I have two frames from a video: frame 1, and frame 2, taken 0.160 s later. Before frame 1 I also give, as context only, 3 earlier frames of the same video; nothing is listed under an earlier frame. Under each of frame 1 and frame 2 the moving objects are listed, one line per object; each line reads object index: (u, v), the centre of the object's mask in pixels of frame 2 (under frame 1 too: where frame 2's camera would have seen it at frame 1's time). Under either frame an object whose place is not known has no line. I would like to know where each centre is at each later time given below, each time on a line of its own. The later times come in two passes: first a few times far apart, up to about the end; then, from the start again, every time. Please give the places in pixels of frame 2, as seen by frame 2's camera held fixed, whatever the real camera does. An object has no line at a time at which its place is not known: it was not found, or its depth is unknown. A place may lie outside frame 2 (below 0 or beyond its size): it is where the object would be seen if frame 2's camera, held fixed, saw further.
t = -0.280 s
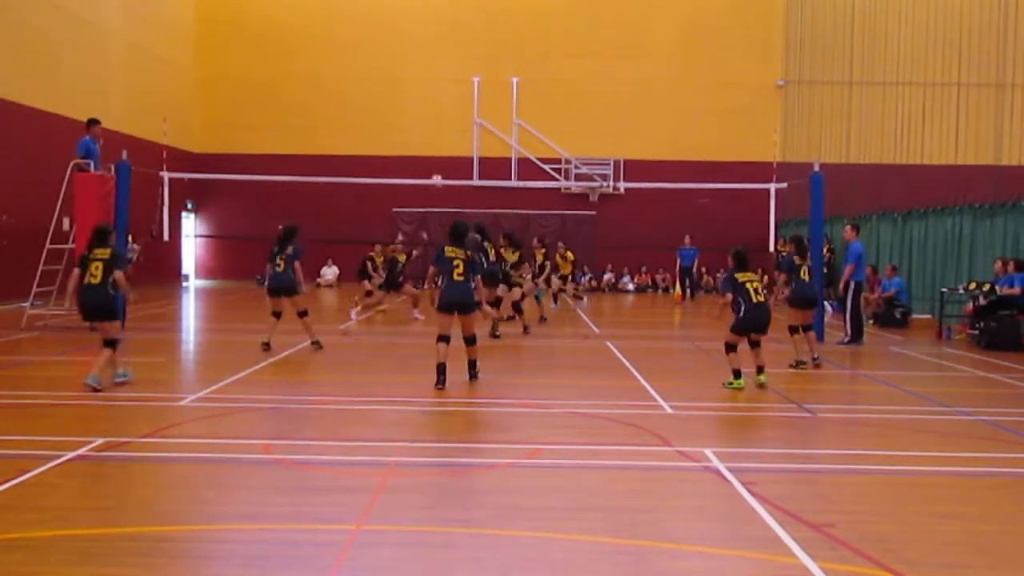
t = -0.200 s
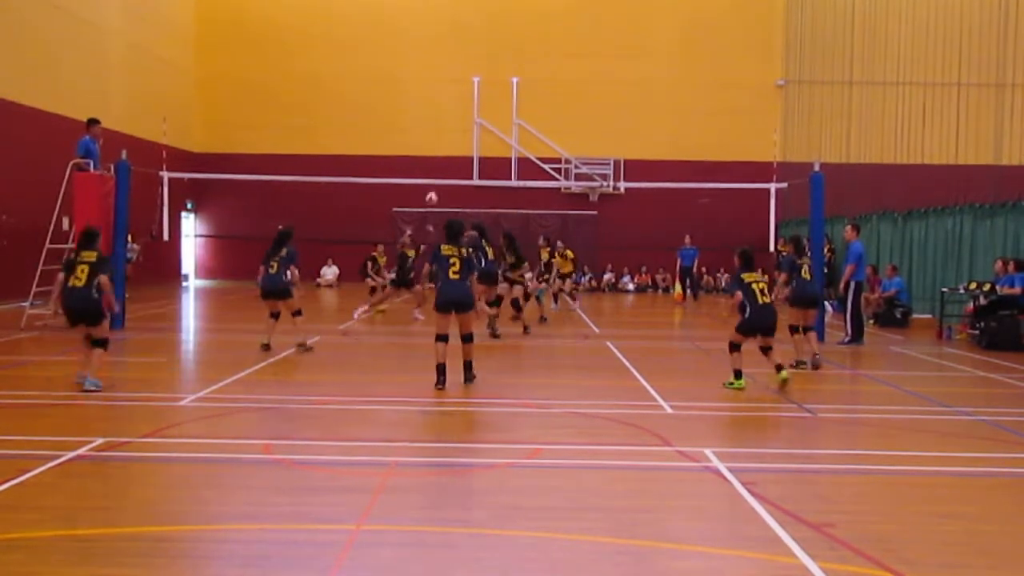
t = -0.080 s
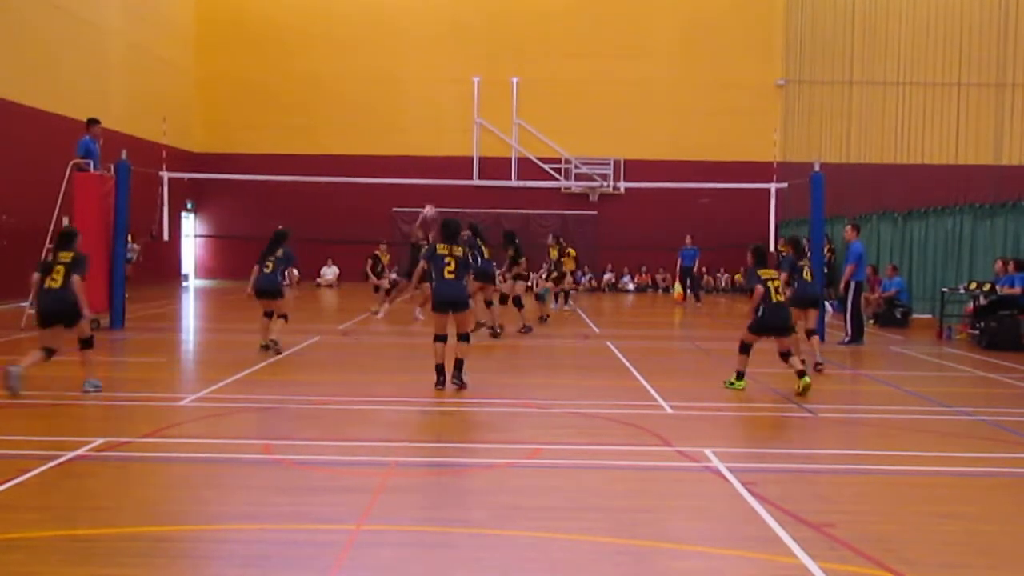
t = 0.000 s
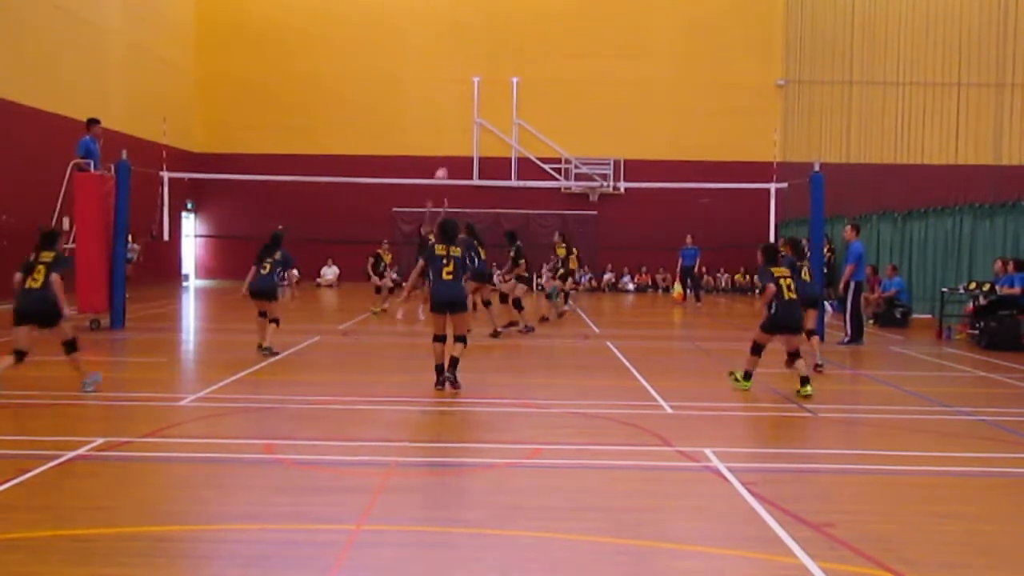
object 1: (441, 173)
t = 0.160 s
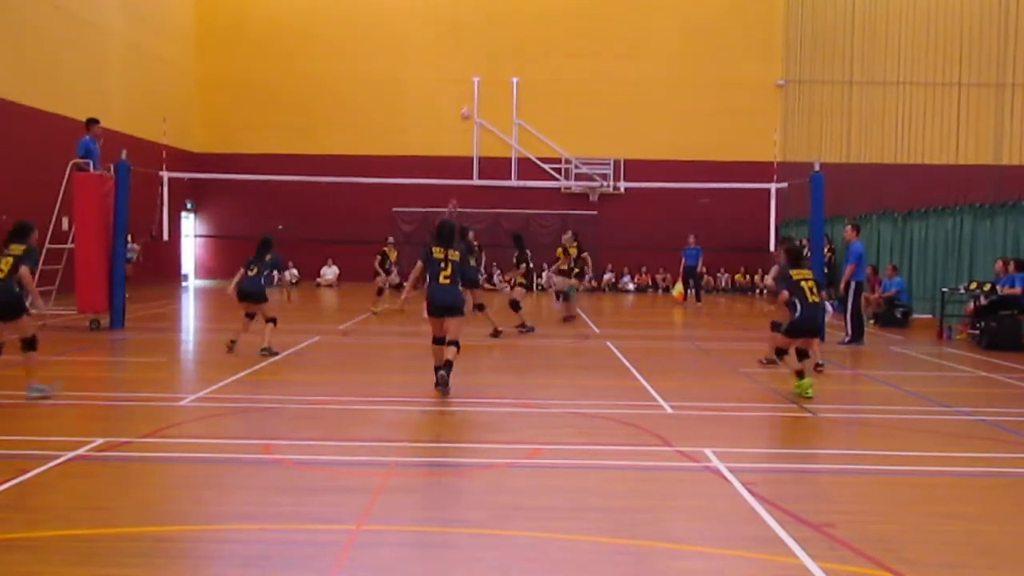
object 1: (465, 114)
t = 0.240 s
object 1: (478, 90)
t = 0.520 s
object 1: (517, 33)
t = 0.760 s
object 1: (548, 23)
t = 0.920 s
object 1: (569, 36)
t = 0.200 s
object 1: (470, 100)
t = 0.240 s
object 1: (478, 90)
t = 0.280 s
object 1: (483, 78)
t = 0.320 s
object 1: (489, 69)
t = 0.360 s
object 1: (494, 60)
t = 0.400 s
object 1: (500, 52)
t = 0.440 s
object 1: (506, 44)
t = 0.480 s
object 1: (511, 38)
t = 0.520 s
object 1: (517, 33)
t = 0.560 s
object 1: (521, 30)
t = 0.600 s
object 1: (527, 27)
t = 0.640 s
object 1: (532, 24)
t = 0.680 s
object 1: (538, 23)
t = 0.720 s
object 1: (543, 23)
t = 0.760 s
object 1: (548, 23)
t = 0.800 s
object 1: (554, 25)
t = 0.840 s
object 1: (558, 27)
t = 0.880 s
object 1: (563, 31)
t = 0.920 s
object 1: (569, 36)
